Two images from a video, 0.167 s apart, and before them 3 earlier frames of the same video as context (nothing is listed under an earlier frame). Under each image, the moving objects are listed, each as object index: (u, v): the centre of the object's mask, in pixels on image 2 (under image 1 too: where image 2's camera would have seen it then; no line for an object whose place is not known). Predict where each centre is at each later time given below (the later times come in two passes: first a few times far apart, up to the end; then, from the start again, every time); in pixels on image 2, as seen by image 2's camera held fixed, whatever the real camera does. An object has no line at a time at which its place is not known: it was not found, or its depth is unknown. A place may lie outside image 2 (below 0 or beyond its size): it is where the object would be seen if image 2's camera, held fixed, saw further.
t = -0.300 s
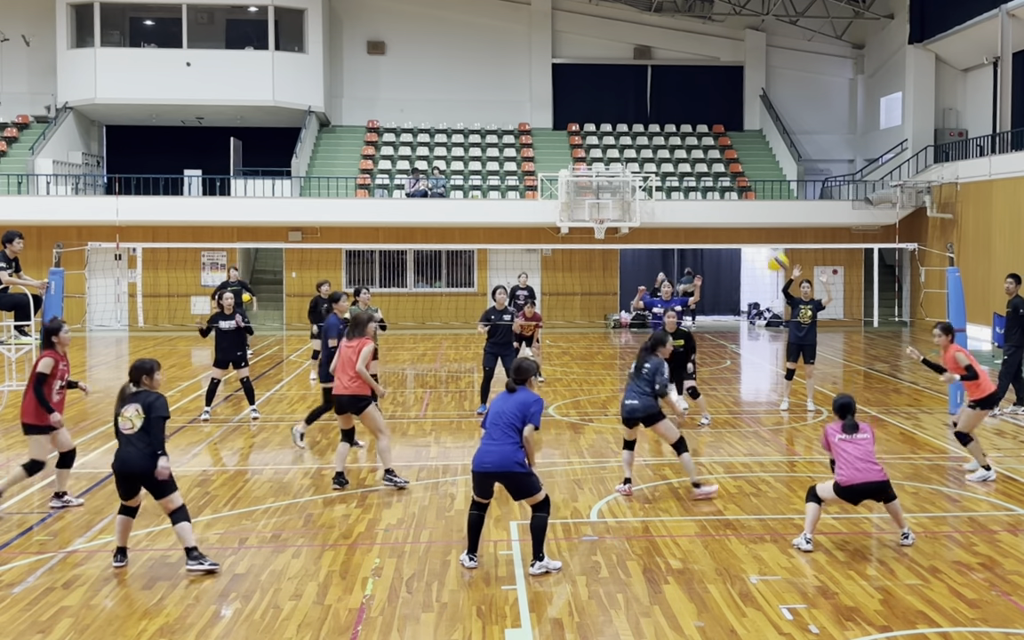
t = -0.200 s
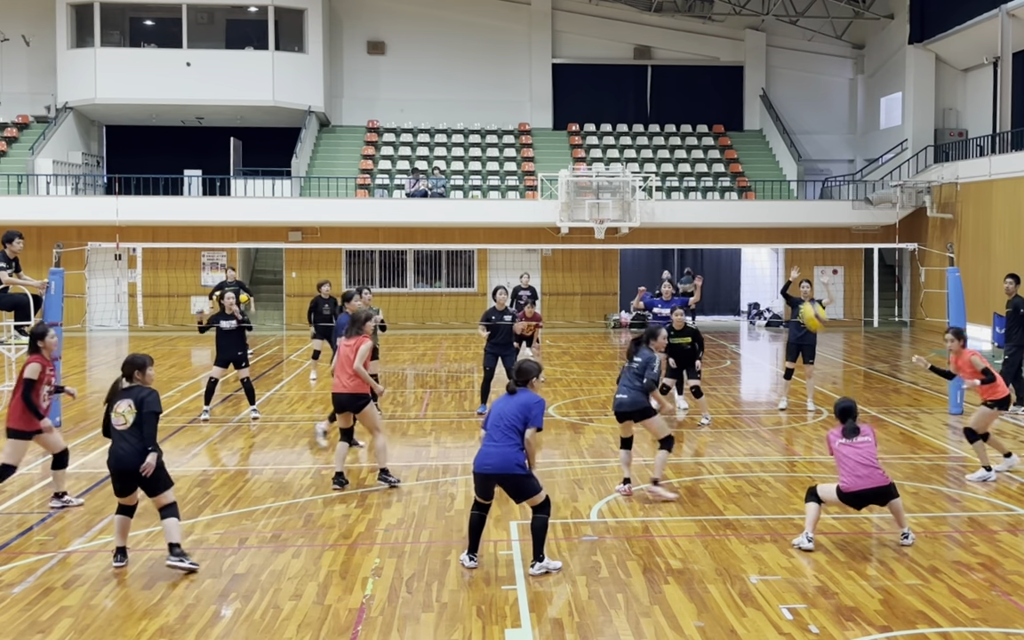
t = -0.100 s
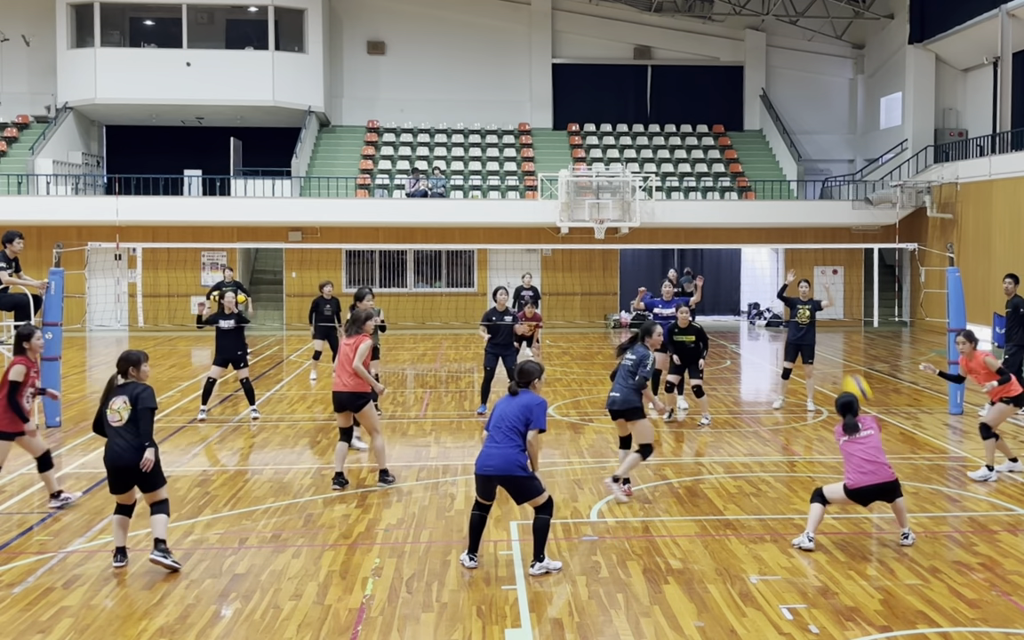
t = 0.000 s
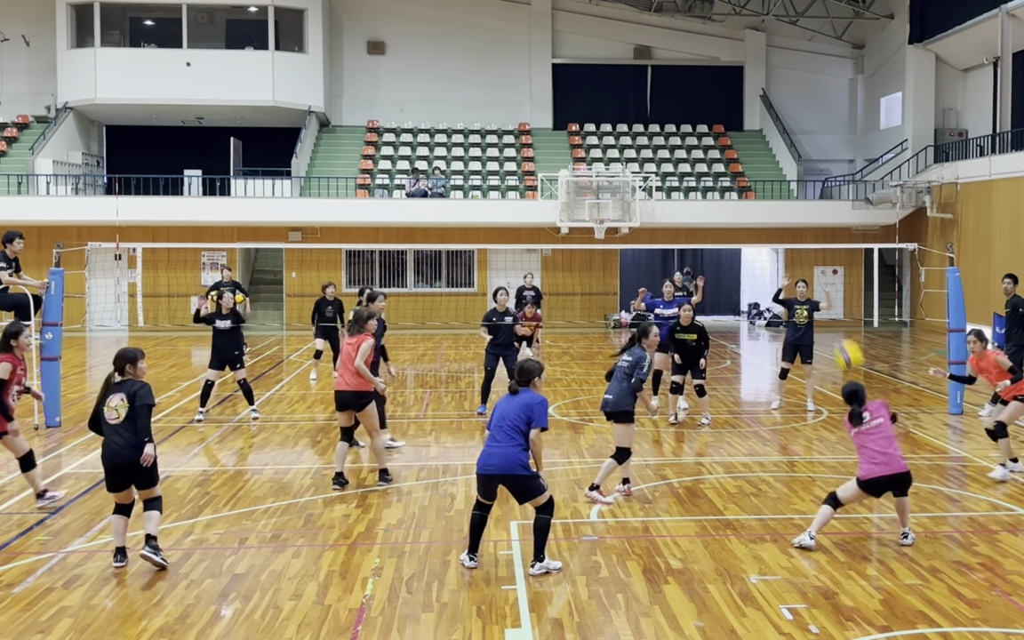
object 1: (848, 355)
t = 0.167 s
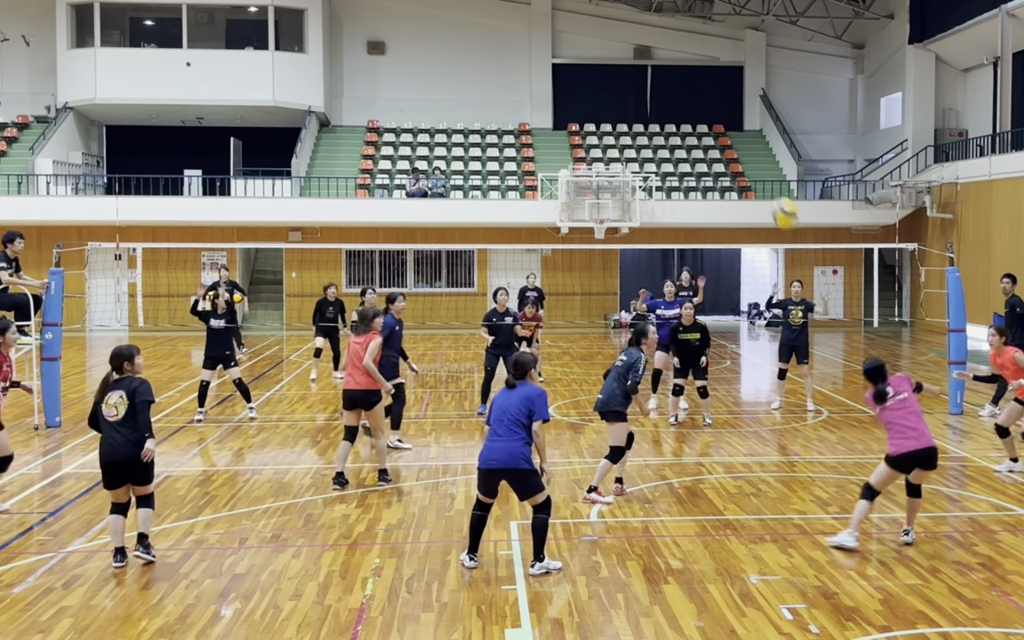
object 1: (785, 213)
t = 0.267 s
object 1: (748, 148)
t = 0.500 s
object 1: (668, 53)
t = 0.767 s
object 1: (585, 24)
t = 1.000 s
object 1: (518, 60)
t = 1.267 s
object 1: (452, 164)
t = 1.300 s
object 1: (444, 180)
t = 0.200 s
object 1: (772, 188)
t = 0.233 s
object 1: (760, 168)
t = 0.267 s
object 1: (748, 148)
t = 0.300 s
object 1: (736, 130)
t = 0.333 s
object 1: (725, 114)
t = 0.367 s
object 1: (713, 99)
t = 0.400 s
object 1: (702, 85)
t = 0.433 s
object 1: (690, 73)
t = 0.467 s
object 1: (679, 62)
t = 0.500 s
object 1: (668, 53)
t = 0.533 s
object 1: (657, 44)
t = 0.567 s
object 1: (646, 38)
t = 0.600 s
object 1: (635, 32)
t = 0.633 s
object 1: (625, 28)
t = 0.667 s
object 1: (614, 25)
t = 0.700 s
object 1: (604, 24)
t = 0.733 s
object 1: (595, 23)
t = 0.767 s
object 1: (585, 24)
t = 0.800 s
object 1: (574, 26)
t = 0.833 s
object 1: (565, 29)
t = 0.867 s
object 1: (555, 33)
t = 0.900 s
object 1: (546, 38)
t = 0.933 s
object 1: (537, 45)
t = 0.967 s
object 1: (528, 52)
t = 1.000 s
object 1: (518, 60)
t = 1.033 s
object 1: (509, 70)
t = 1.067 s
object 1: (501, 80)
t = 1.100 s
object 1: (492, 91)
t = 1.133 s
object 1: (485, 104)
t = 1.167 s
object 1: (476, 118)
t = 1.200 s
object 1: (468, 131)
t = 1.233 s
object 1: (460, 147)
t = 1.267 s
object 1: (452, 164)
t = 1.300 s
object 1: (444, 180)
